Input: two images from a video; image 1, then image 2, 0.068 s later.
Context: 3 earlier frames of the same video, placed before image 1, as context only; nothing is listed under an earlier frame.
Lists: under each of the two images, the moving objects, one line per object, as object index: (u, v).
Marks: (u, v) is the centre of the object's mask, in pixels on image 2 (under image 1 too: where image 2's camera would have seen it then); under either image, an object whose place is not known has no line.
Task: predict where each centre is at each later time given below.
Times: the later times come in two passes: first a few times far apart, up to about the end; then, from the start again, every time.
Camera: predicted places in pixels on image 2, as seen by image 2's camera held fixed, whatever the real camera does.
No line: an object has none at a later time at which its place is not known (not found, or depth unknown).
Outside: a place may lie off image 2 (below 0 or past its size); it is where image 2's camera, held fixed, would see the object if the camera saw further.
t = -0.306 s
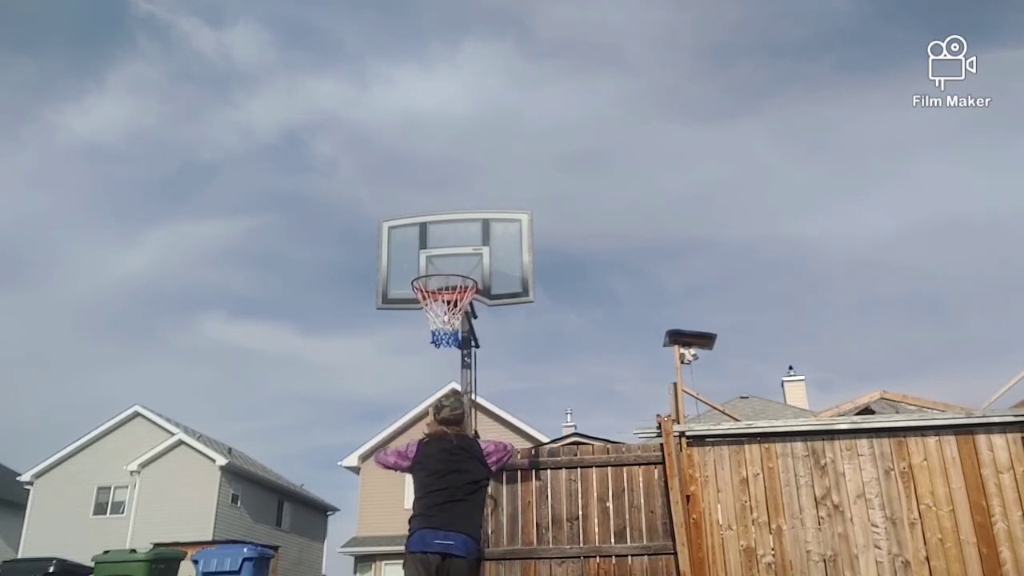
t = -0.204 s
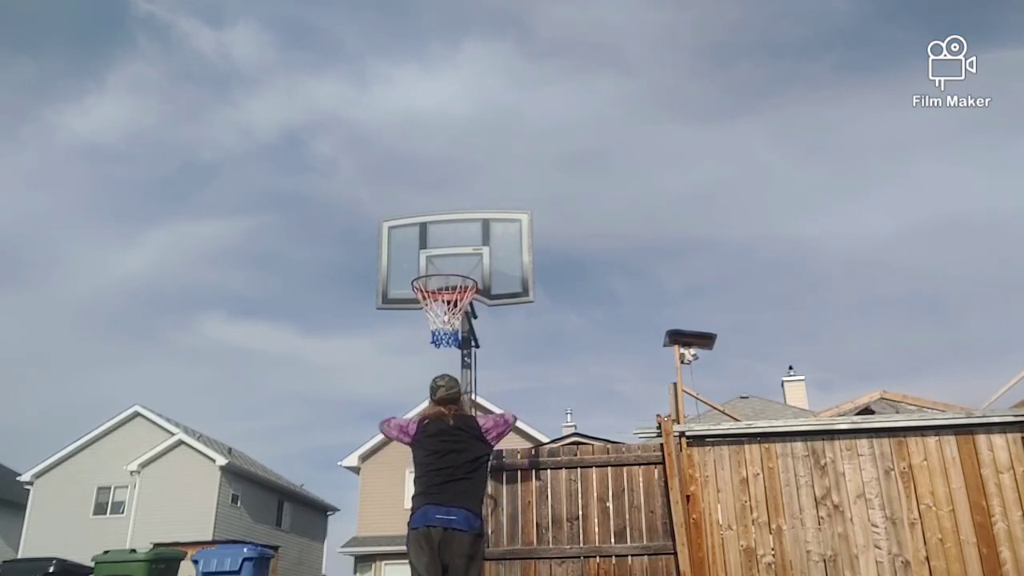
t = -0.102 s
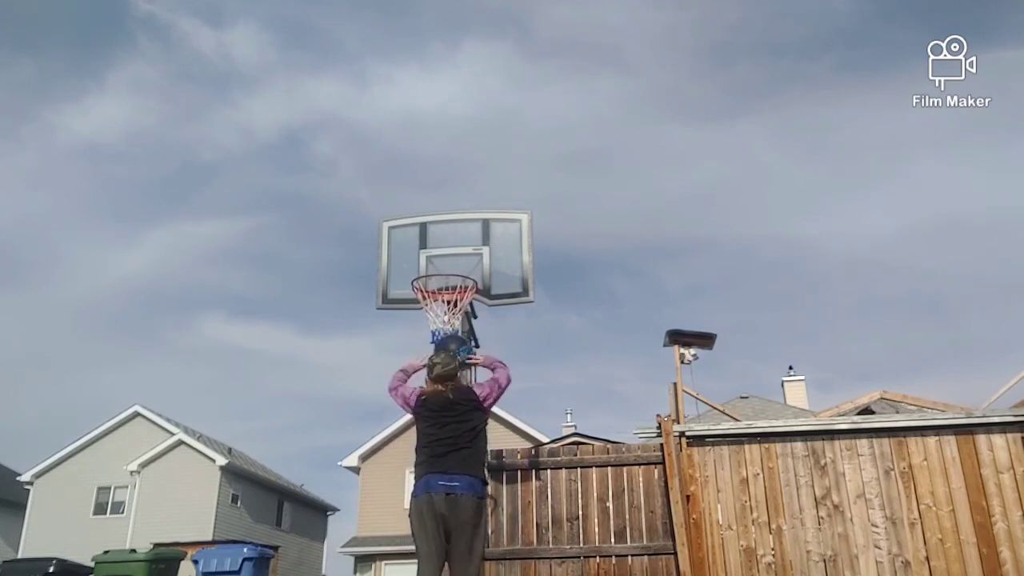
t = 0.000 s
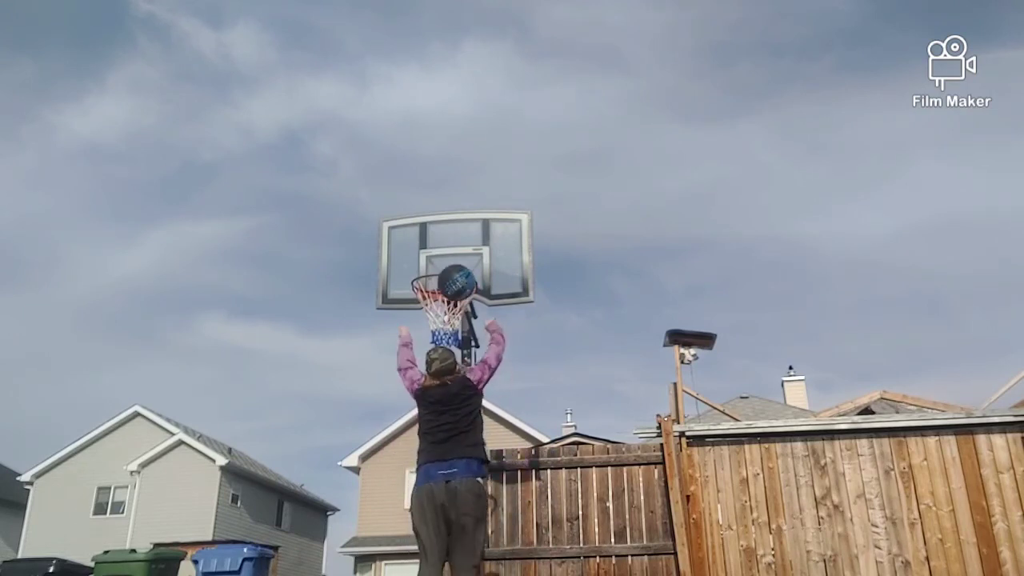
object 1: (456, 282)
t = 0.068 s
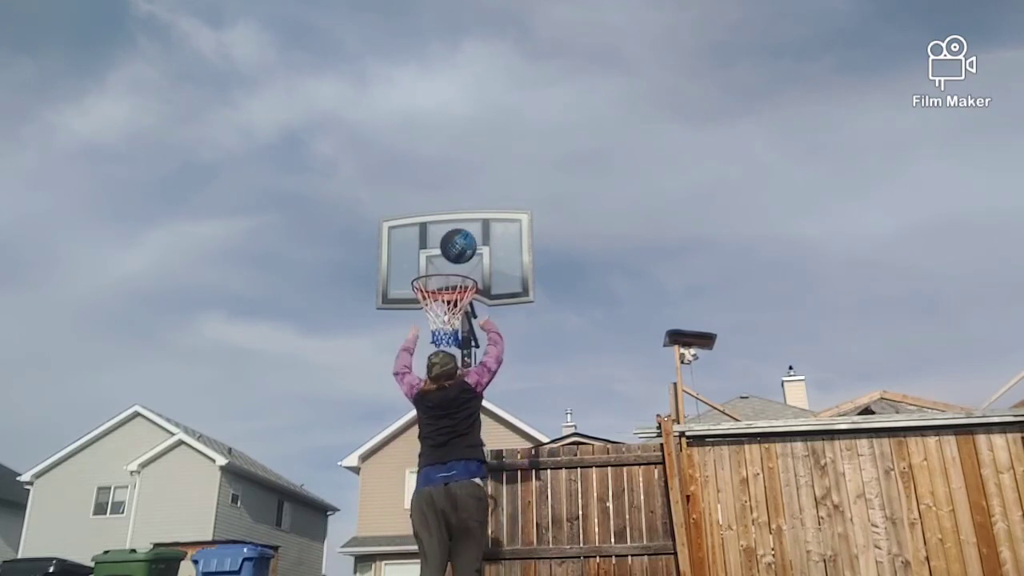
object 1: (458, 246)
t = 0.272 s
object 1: (462, 179)
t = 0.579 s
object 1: (468, 176)
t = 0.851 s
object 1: (472, 260)
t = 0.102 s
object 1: (459, 230)
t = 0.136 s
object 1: (460, 217)
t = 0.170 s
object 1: (460, 205)
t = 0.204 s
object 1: (461, 195)
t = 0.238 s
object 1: (462, 186)
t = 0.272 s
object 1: (462, 179)
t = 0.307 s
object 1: (463, 174)
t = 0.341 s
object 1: (464, 170)
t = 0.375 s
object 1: (464, 167)
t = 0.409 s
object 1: (465, 165)
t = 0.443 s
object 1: (465, 165)
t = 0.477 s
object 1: (466, 166)
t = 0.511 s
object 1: (467, 168)
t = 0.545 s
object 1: (467, 172)
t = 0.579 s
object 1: (468, 176)
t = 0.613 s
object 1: (468, 182)
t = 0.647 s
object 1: (469, 189)
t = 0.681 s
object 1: (469, 198)
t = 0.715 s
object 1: (470, 208)
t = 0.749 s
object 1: (470, 219)
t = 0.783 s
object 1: (471, 231)
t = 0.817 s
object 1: (471, 245)
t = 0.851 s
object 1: (472, 260)
